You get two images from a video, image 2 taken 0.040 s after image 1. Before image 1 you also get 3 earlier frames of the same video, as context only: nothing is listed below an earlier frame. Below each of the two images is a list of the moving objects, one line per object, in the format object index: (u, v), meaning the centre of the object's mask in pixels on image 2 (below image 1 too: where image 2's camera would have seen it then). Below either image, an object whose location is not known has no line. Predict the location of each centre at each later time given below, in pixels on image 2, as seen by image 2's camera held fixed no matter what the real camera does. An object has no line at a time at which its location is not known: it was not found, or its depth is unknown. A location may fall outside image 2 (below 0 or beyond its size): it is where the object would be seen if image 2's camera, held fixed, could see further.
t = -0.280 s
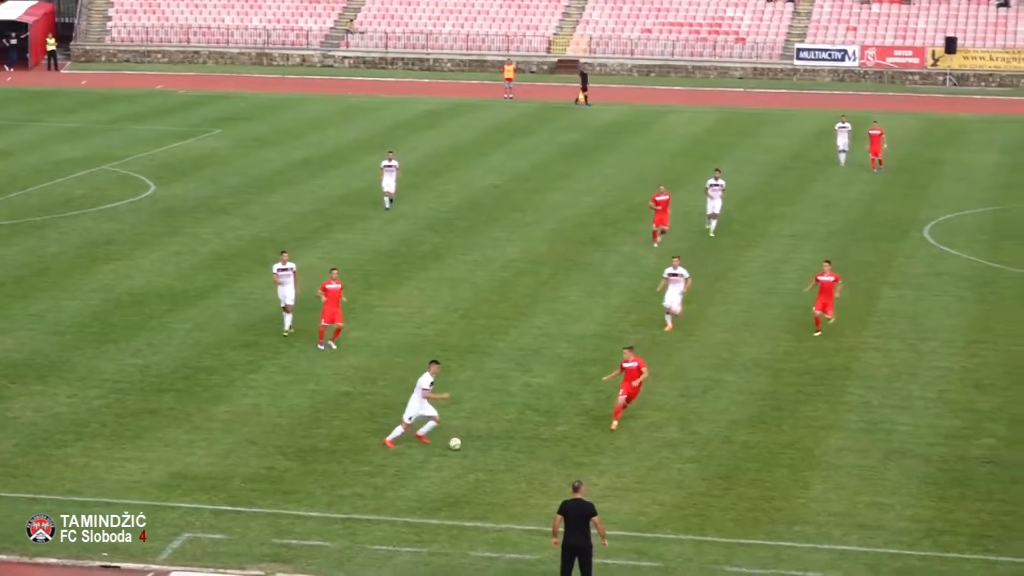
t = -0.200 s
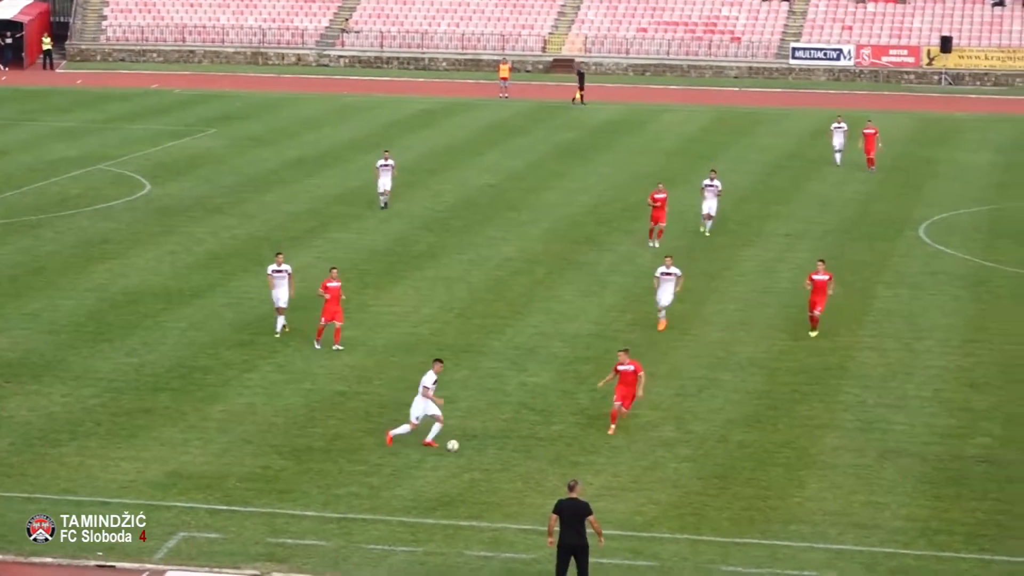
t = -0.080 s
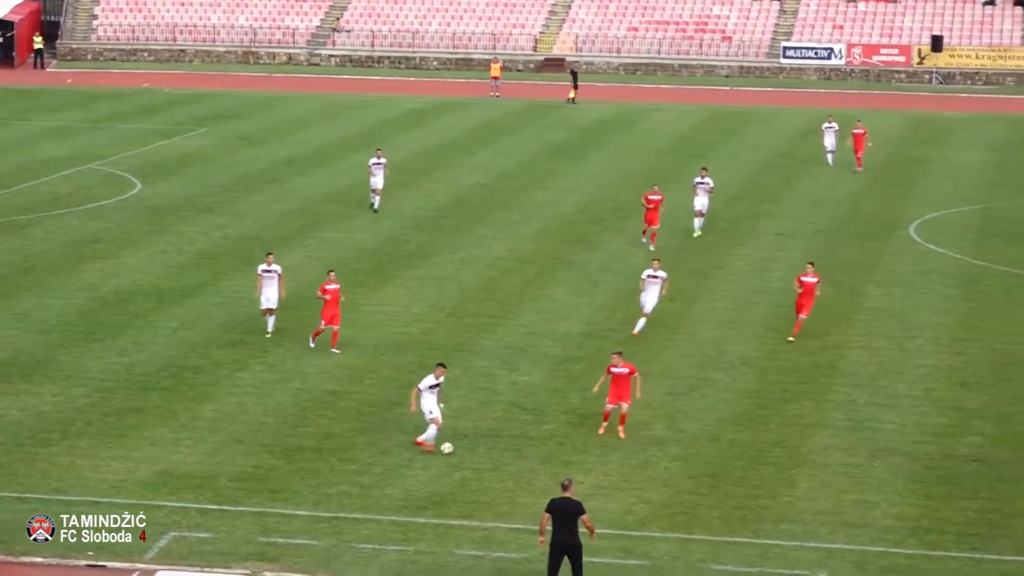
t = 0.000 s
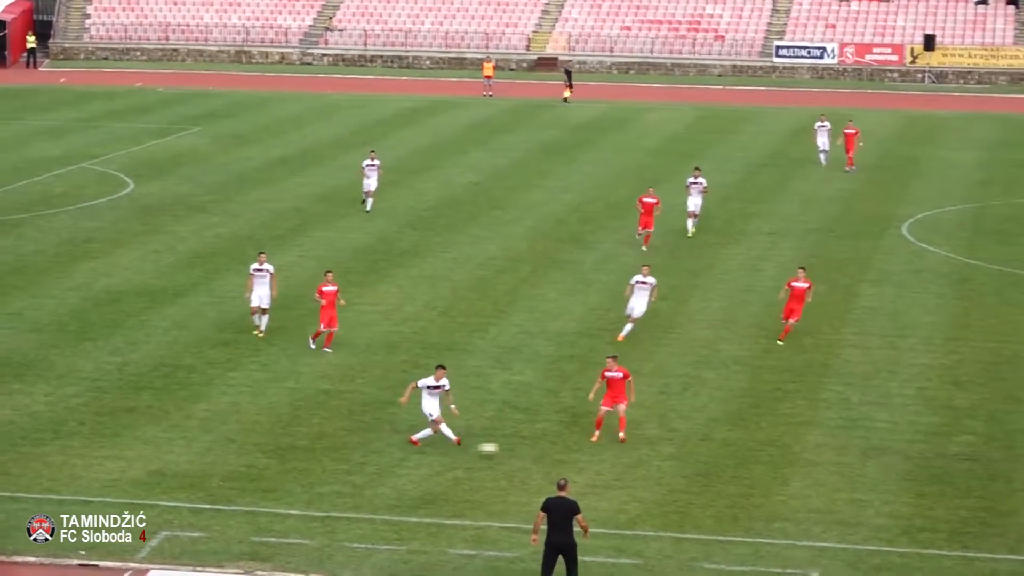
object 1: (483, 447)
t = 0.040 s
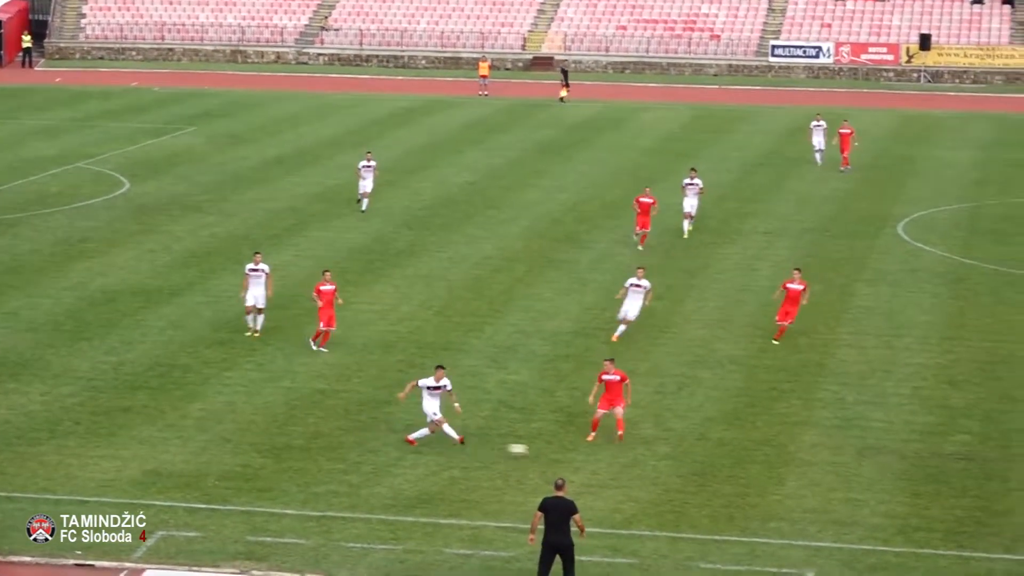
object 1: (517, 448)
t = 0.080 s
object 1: (551, 451)
